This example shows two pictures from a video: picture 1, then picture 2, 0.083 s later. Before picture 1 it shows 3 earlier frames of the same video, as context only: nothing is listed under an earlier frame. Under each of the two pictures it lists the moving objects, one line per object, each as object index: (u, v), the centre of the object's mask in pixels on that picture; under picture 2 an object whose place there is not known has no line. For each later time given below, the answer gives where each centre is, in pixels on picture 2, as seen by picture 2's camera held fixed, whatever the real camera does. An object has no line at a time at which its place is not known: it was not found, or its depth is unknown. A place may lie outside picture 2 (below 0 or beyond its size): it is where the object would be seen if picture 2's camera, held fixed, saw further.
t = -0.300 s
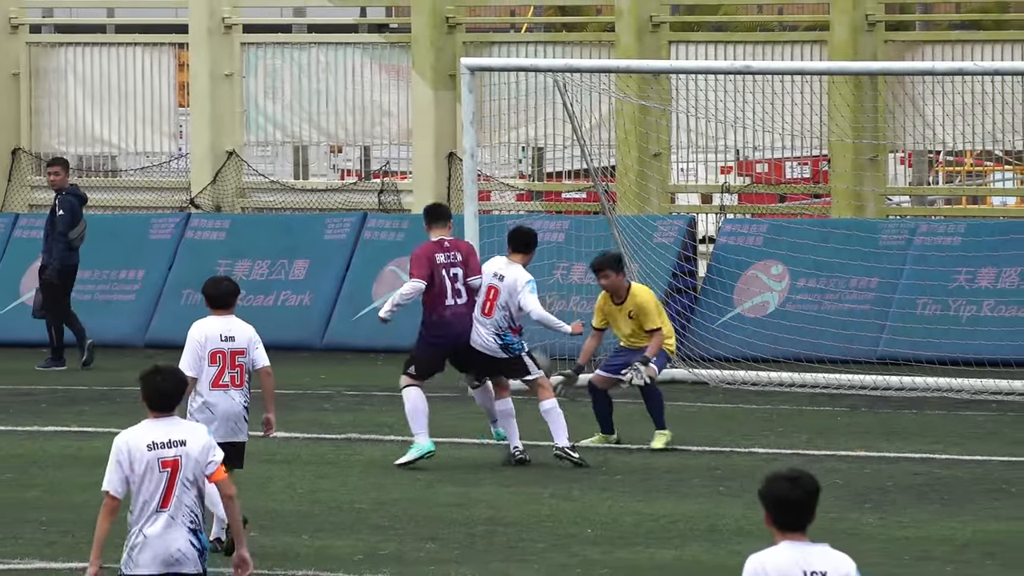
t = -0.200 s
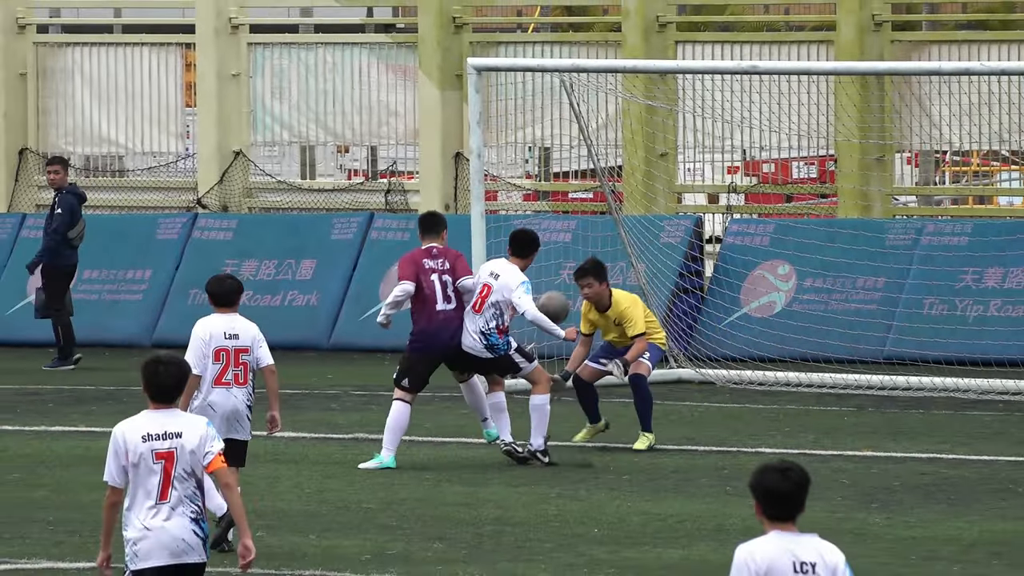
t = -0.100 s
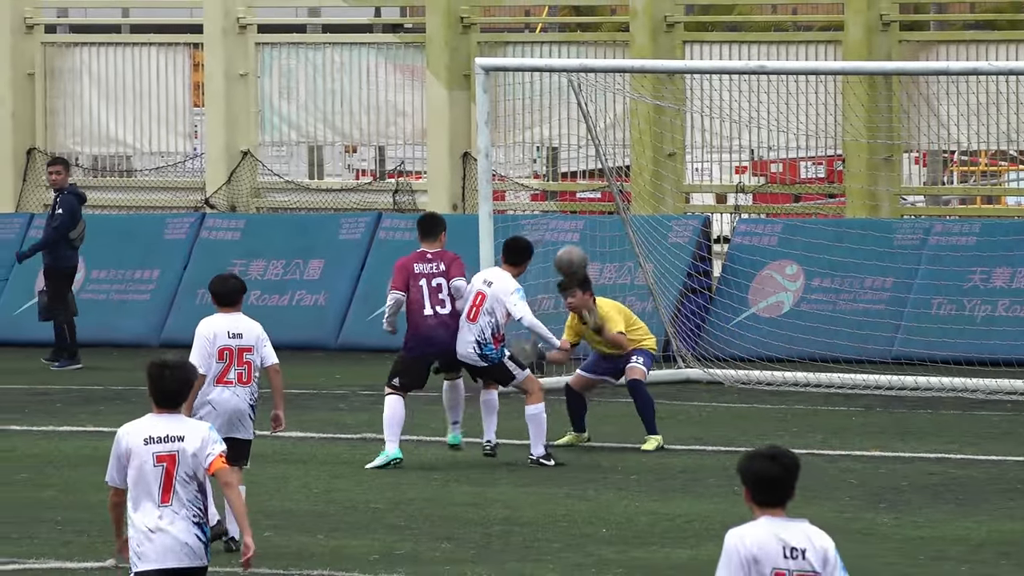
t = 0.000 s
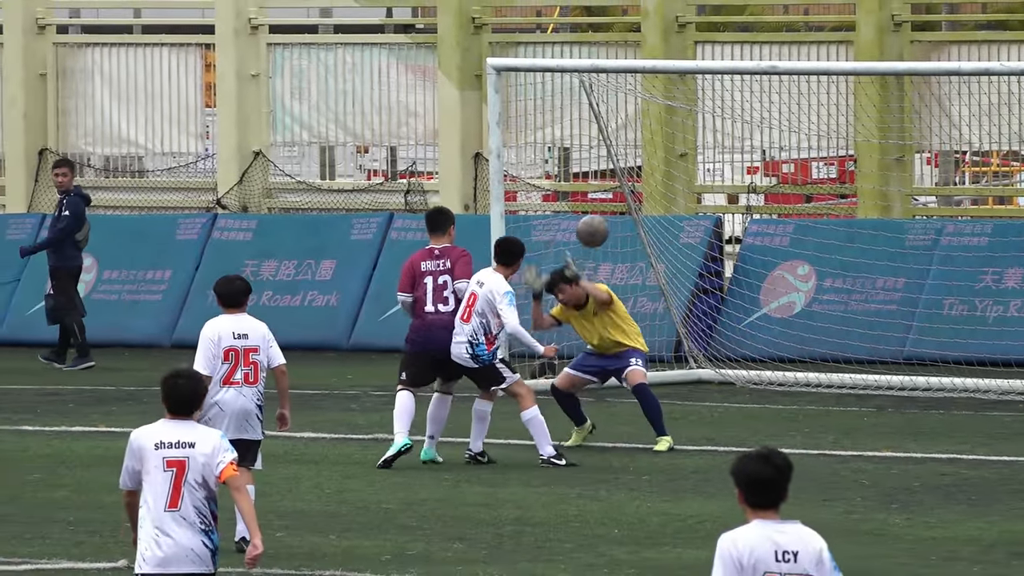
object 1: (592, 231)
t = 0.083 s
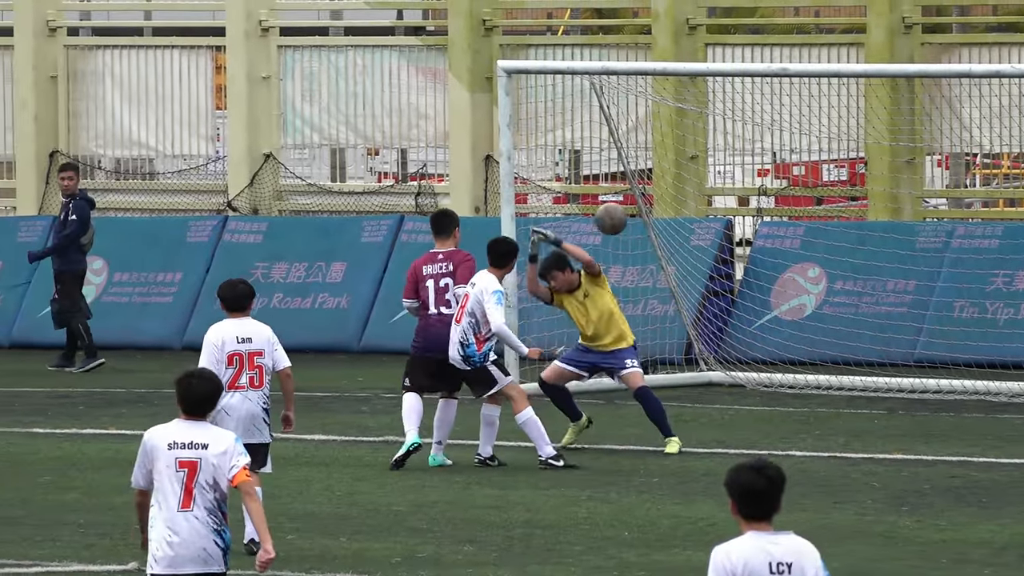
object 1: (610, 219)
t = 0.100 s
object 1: (611, 217)
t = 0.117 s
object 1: (612, 216)
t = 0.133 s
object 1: (614, 215)
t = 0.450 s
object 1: (645, 273)
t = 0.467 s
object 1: (647, 280)
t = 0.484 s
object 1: (649, 287)
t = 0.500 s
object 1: (650, 295)
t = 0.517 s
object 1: (652, 303)
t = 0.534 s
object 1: (654, 311)
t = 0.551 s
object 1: (655, 320)
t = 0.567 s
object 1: (657, 329)
